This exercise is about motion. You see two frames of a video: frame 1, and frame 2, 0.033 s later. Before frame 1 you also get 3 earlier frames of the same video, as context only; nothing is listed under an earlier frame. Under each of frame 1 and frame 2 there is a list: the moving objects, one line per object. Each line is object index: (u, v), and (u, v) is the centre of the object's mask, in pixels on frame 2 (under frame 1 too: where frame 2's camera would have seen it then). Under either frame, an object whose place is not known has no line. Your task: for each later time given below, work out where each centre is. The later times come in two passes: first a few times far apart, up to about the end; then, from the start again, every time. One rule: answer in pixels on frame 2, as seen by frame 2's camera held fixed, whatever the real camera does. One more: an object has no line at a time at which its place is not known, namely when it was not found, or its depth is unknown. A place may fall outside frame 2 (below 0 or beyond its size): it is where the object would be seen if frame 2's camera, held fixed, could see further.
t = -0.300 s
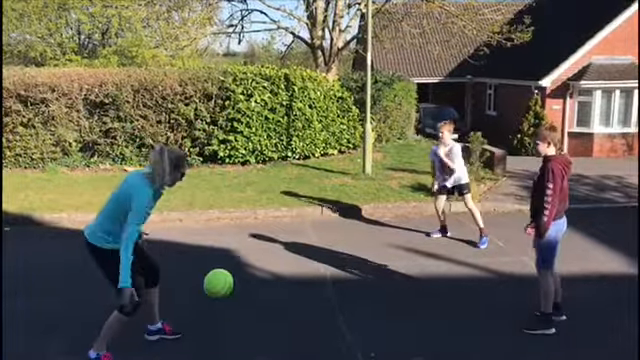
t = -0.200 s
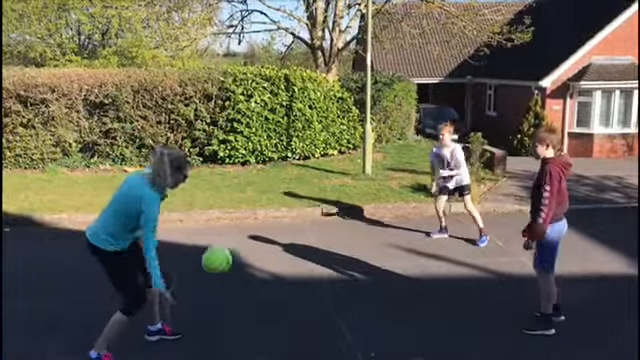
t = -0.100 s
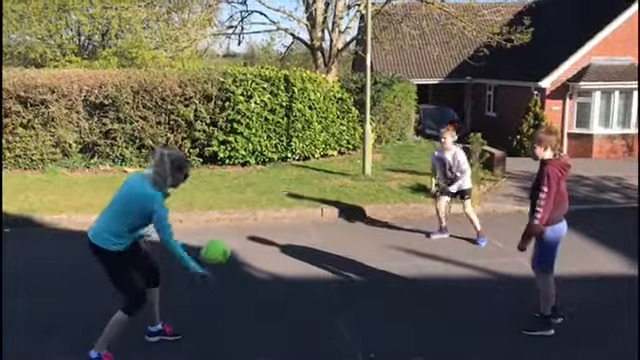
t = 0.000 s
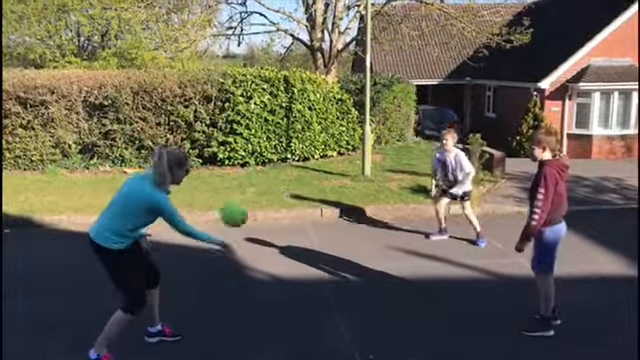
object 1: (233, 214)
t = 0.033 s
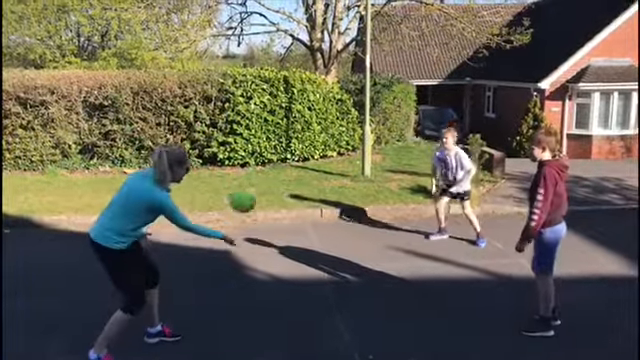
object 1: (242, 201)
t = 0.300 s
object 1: (300, 148)
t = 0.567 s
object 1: (340, 172)
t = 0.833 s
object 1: (365, 228)
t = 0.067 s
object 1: (251, 187)
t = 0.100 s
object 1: (259, 177)
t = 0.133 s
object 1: (267, 168)
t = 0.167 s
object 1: (274, 162)
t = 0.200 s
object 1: (280, 155)
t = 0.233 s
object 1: (288, 151)
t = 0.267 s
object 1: (293, 149)
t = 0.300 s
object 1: (300, 148)
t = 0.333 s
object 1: (306, 147)
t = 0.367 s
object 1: (311, 148)
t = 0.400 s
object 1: (317, 150)
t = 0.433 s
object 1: (321, 152)
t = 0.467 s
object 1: (326, 156)
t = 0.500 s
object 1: (331, 161)
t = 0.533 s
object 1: (336, 166)
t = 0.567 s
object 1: (340, 172)
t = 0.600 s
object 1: (344, 179)
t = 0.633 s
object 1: (347, 187)
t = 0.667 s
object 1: (351, 195)
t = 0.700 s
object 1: (354, 204)
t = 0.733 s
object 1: (358, 213)
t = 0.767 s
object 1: (361, 224)
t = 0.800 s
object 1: (363, 234)
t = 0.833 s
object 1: (365, 228)
